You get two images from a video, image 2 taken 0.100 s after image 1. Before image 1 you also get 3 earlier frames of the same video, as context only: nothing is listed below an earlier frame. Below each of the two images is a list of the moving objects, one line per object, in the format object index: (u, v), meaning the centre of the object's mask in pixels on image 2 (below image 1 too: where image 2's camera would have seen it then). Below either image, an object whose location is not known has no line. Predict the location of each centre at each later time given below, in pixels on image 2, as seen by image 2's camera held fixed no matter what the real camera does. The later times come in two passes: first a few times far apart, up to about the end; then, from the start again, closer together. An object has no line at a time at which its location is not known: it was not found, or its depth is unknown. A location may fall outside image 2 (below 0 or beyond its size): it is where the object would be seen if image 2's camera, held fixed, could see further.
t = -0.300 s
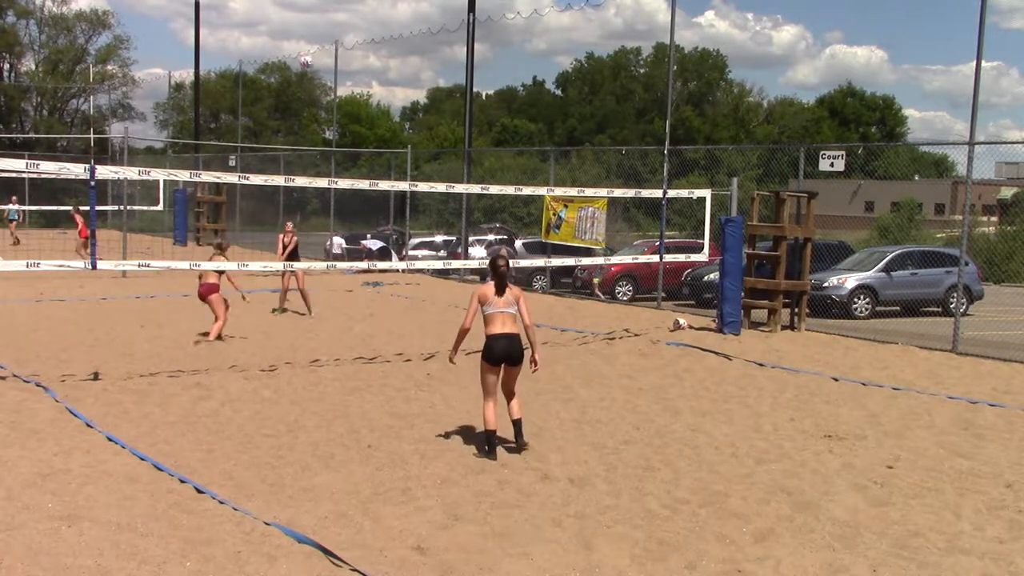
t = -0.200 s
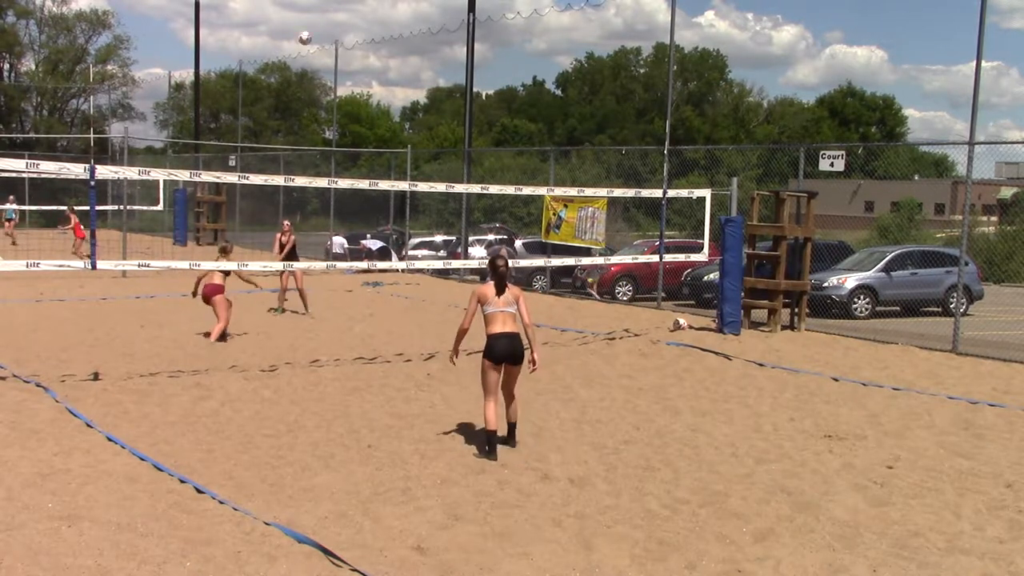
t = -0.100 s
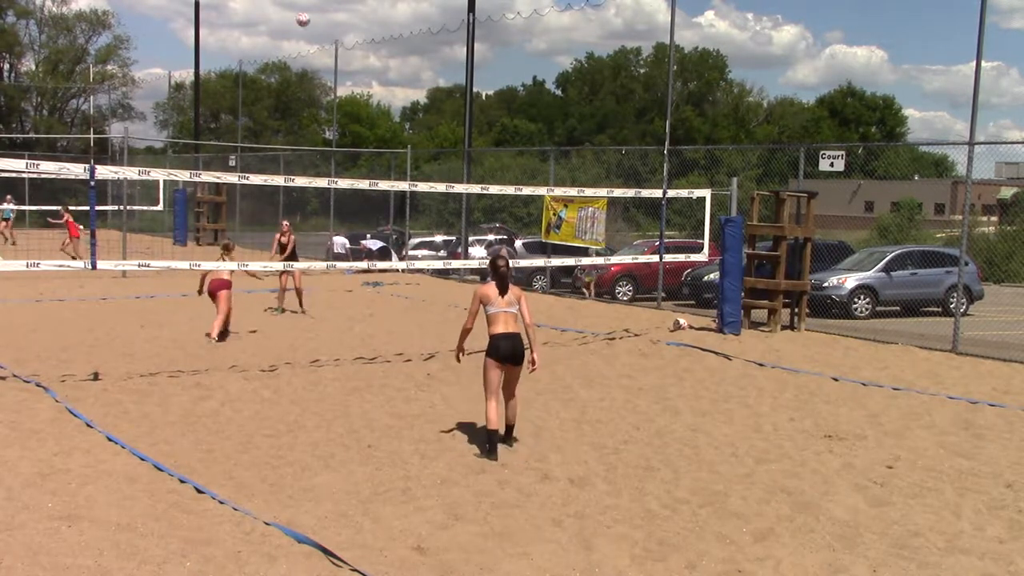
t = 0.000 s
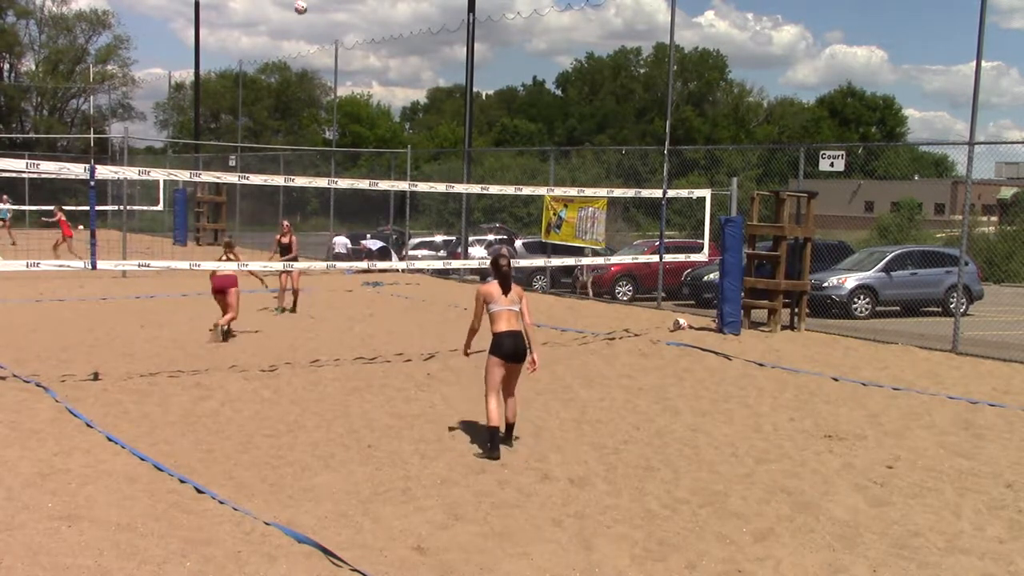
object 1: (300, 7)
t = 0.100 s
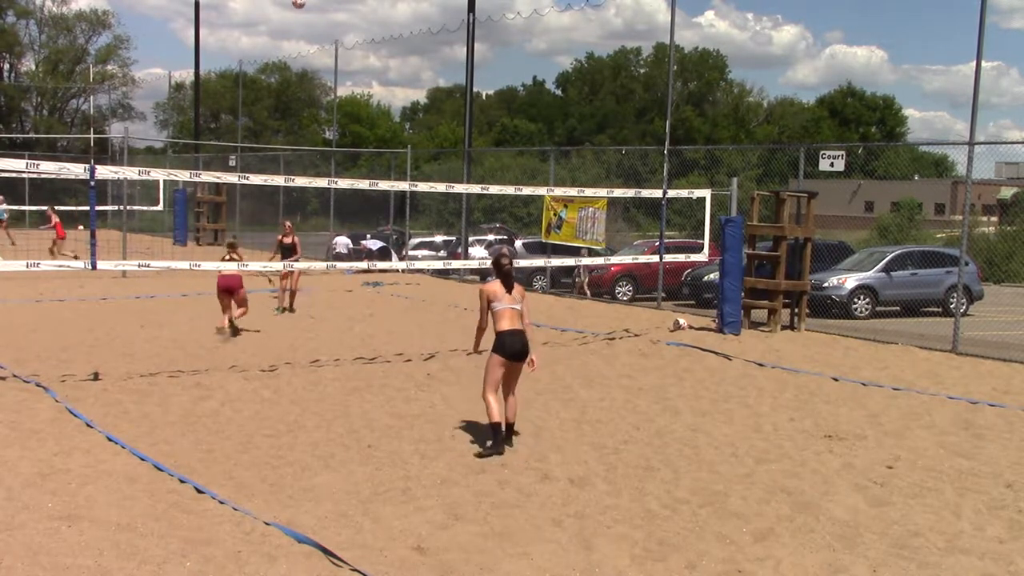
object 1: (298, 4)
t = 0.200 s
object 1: (296, 4)
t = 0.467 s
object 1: (289, 31)
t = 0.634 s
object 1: (284, 69)
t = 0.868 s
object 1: (278, 152)
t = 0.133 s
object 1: (298, 3)
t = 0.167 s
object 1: (296, 3)
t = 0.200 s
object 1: (296, 4)
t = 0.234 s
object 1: (295, 4)
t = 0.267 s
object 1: (294, 6)
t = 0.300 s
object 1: (293, 7)
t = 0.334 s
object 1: (292, 11)
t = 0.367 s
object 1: (292, 15)
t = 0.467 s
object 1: (289, 31)
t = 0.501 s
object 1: (288, 38)
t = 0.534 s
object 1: (287, 45)
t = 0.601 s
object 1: (285, 60)
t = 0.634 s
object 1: (284, 69)
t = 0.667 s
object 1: (283, 80)
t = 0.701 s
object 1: (282, 92)
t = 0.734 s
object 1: (281, 103)
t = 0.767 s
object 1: (281, 114)
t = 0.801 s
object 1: (279, 126)
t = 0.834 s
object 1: (279, 139)
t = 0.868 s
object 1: (278, 152)
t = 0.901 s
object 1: (277, 166)
